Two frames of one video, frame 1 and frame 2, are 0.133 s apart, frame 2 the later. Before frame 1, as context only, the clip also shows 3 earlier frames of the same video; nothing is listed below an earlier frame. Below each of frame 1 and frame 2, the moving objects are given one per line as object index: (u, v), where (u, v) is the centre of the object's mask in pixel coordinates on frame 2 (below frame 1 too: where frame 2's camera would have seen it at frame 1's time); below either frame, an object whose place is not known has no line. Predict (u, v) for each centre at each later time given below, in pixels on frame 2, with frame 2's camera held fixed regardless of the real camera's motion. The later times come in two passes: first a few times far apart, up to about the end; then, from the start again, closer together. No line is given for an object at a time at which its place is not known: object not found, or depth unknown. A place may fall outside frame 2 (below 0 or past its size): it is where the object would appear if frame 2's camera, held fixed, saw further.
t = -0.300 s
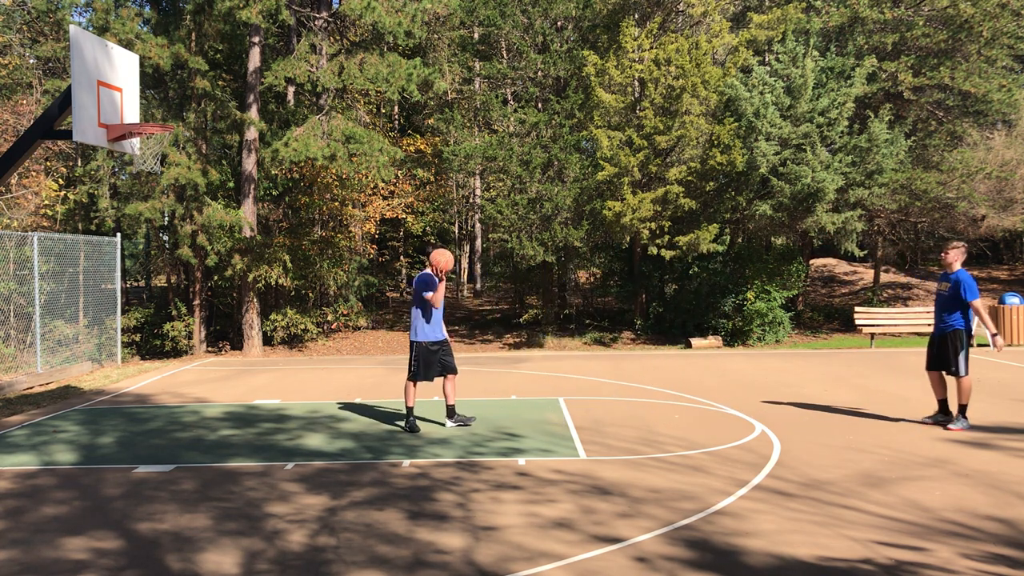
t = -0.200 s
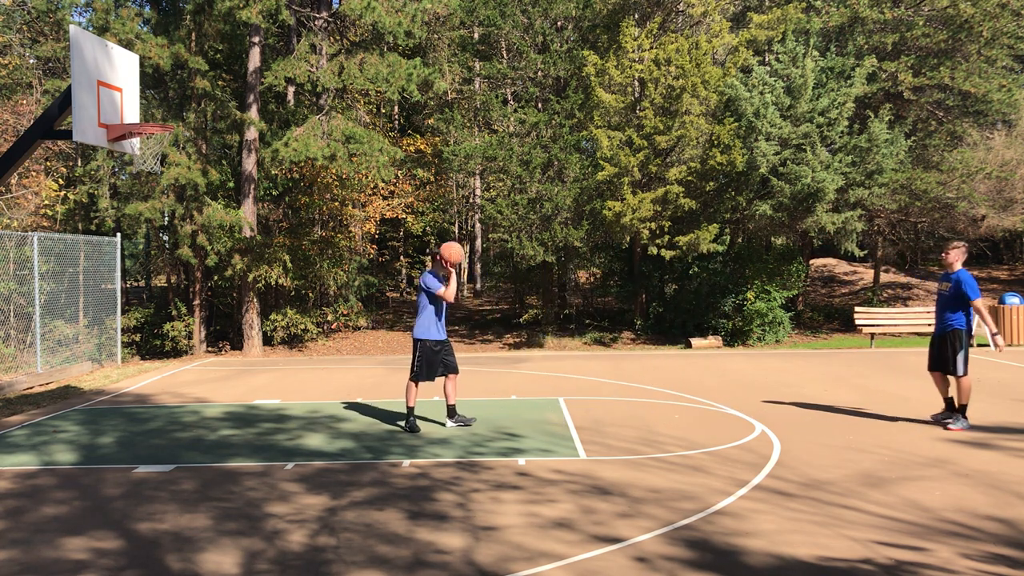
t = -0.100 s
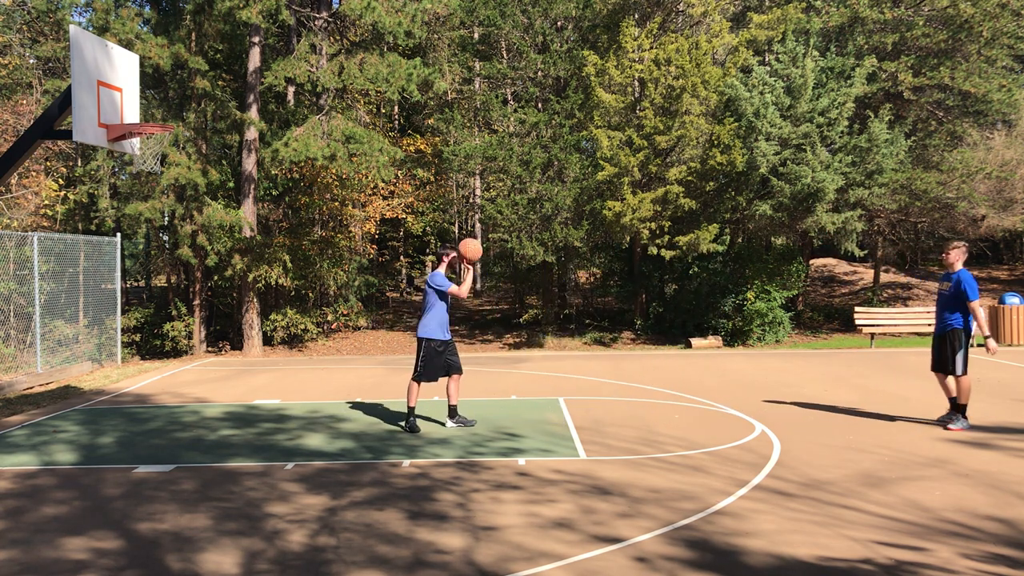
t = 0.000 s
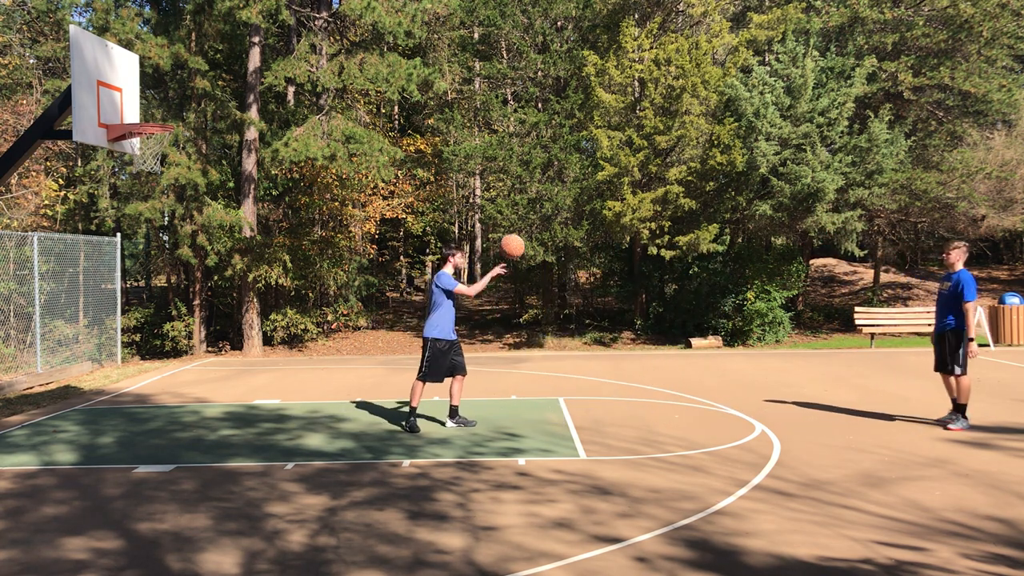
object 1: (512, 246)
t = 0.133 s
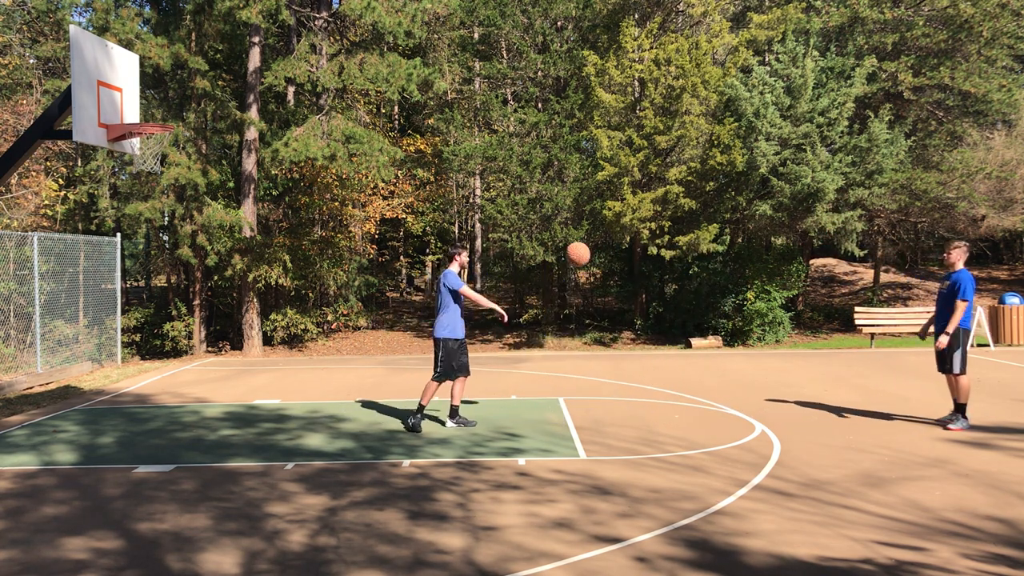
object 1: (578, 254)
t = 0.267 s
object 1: (643, 279)
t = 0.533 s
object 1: (769, 382)
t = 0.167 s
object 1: (594, 258)
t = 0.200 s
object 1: (610, 265)
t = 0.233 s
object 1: (626, 271)
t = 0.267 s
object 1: (643, 279)
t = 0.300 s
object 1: (659, 288)
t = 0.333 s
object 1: (675, 299)
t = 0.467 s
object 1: (739, 349)
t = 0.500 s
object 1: (754, 366)
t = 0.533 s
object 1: (769, 382)
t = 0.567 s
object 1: (786, 399)
